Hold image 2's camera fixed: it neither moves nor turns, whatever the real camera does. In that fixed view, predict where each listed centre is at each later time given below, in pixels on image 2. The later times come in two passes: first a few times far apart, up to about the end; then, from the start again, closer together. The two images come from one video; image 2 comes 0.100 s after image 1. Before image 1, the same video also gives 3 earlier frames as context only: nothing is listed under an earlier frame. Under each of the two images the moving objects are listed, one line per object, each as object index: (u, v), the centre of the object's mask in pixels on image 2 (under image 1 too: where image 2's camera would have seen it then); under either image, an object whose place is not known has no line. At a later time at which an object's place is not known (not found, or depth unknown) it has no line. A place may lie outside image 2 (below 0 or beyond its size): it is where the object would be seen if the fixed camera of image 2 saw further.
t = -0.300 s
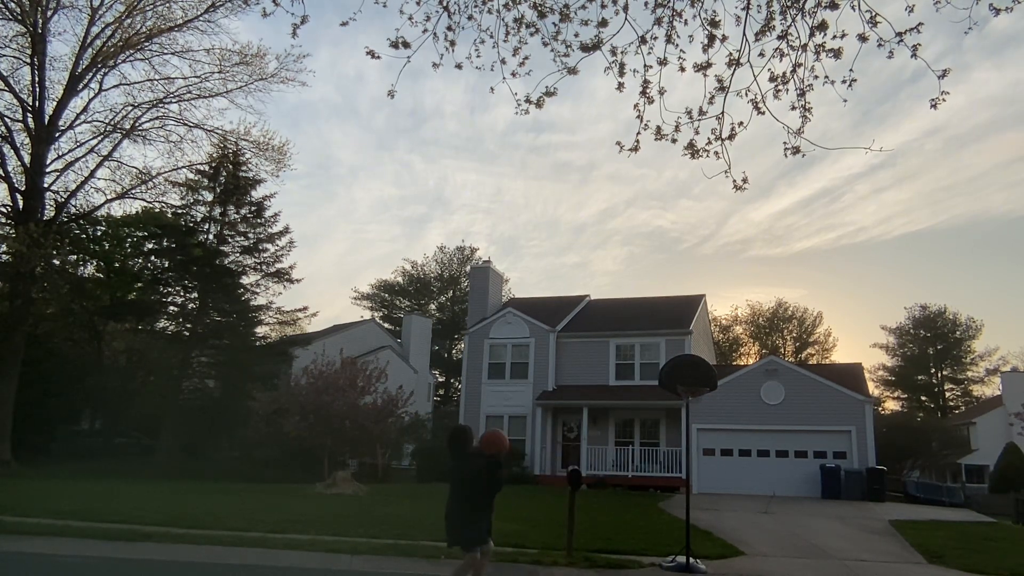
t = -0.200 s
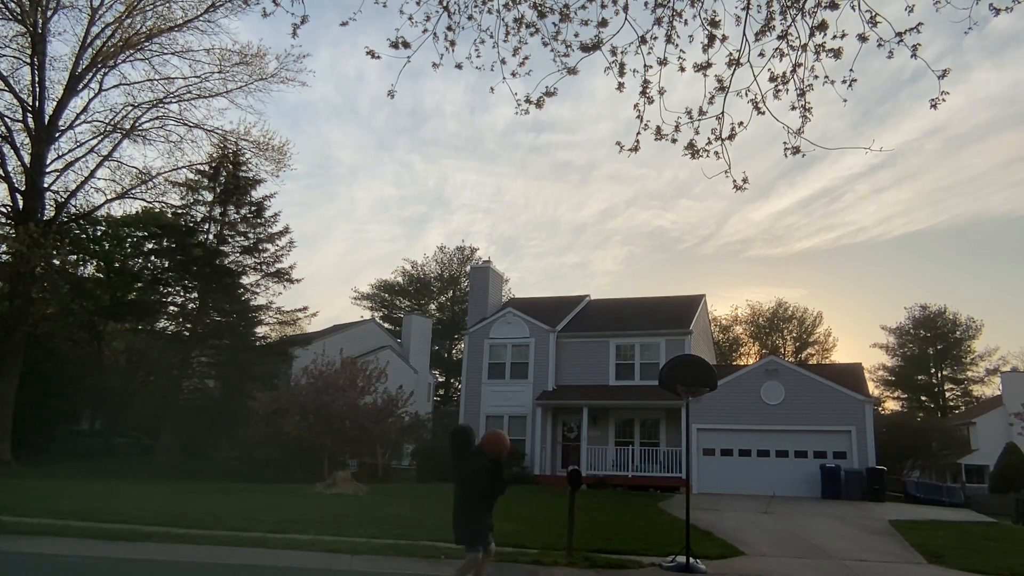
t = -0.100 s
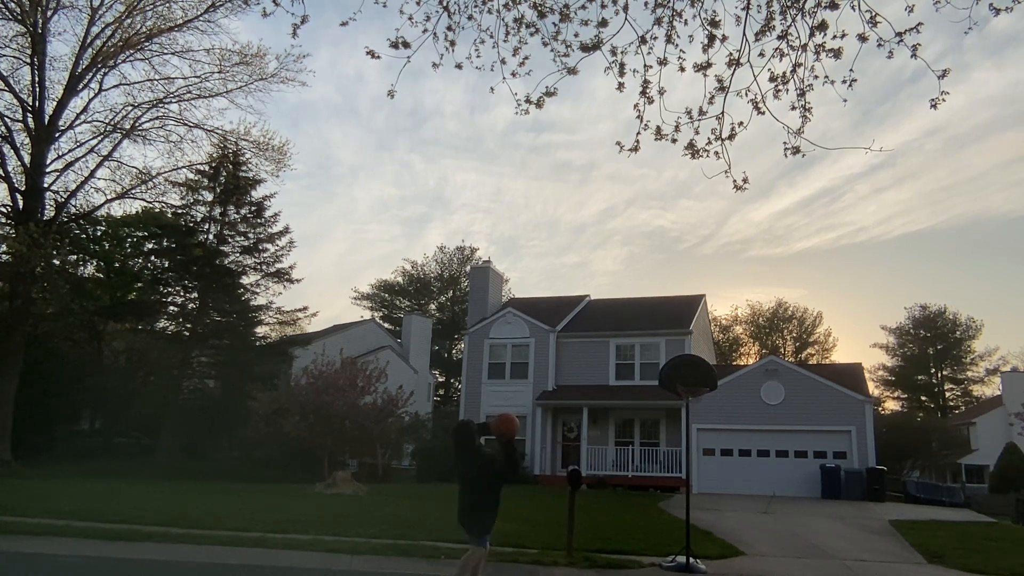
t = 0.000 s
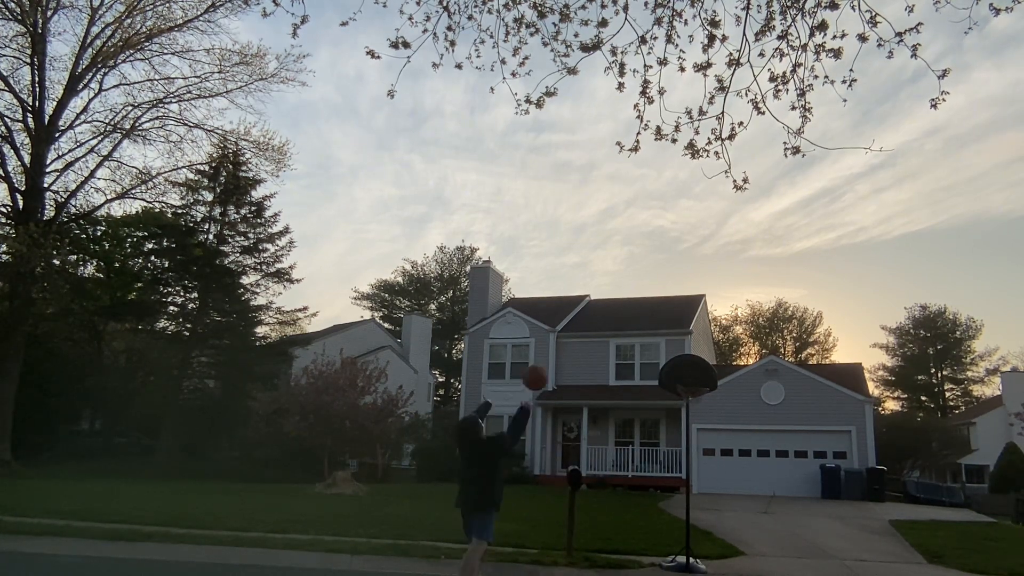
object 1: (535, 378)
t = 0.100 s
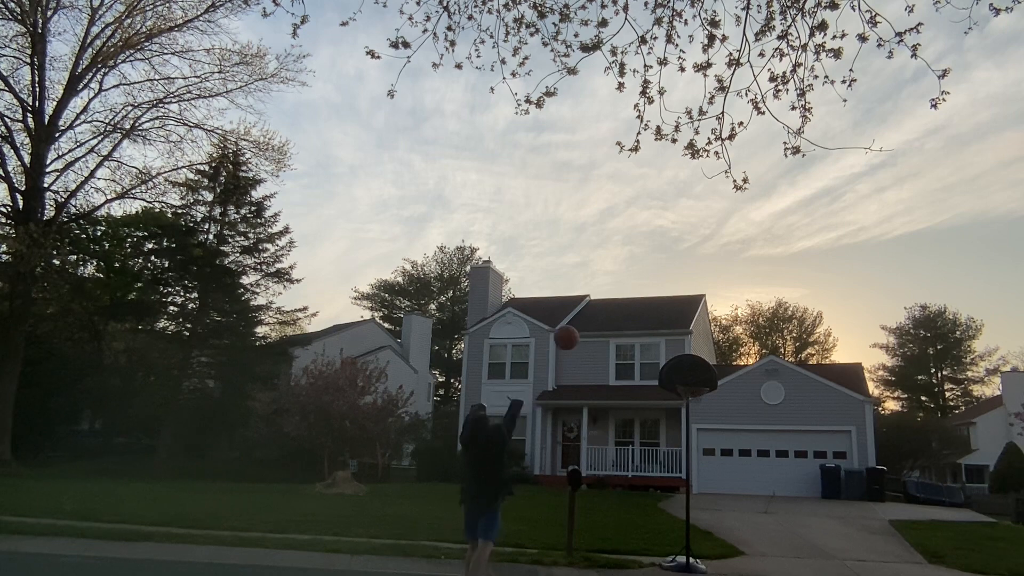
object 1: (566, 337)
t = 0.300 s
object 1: (616, 300)
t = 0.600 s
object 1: (673, 318)
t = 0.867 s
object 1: (713, 387)
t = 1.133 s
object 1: (748, 495)
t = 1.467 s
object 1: (785, 493)
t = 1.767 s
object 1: (817, 442)
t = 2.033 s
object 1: (845, 449)
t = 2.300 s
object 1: (874, 501)
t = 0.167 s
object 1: (585, 320)
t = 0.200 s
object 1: (593, 312)
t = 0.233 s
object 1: (601, 307)
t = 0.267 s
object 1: (608, 303)
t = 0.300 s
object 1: (616, 300)
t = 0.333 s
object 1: (623, 298)
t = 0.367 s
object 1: (629, 297)
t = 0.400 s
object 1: (636, 298)
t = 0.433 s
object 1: (643, 299)
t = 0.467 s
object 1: (649, 300)
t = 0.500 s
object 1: (656, 304)
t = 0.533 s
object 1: (663, 306)
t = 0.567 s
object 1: (667, 312)
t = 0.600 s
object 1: (673, 318)
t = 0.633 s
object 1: (678, 324)
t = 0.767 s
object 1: (699, 356)
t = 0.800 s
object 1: (704, 366)
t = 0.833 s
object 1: (708, 376)
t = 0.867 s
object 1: (713, 387)
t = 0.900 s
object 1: (717, 398)
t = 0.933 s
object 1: (722, 410)
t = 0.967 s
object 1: (727, 423)
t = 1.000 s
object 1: (731, 436)
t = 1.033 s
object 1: (735, 450)
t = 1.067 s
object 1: (740, 464)
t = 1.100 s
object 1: (744, 479)
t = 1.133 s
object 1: (748, 495)
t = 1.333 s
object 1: (772, 538)
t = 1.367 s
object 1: (776, 526)
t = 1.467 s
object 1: (785, 493)
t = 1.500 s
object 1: (789, 484)
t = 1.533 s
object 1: (793, 476)
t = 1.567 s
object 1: (796, 469)
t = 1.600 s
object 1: (800, 462)
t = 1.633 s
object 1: (803, 457)
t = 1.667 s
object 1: (807, 452)
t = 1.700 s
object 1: (810, 448)
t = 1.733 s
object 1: (813, 445)
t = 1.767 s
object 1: (817, 442)
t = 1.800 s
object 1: (820, 441)
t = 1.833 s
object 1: (823, 440)
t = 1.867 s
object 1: (827, 440)
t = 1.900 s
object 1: (830, 440)
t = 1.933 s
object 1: (834, 441)
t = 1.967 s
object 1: (838, 443)
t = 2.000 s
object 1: (841, 445)
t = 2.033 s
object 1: (845, 449)
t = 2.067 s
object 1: (849, 453)
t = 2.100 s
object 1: (852, 458)
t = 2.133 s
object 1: (857, 466)
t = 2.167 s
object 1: (860, 469)
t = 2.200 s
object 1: (863, 476)
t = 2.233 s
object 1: (867, 484)
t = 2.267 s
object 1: (870, 492)
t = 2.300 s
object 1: (874, 501)
